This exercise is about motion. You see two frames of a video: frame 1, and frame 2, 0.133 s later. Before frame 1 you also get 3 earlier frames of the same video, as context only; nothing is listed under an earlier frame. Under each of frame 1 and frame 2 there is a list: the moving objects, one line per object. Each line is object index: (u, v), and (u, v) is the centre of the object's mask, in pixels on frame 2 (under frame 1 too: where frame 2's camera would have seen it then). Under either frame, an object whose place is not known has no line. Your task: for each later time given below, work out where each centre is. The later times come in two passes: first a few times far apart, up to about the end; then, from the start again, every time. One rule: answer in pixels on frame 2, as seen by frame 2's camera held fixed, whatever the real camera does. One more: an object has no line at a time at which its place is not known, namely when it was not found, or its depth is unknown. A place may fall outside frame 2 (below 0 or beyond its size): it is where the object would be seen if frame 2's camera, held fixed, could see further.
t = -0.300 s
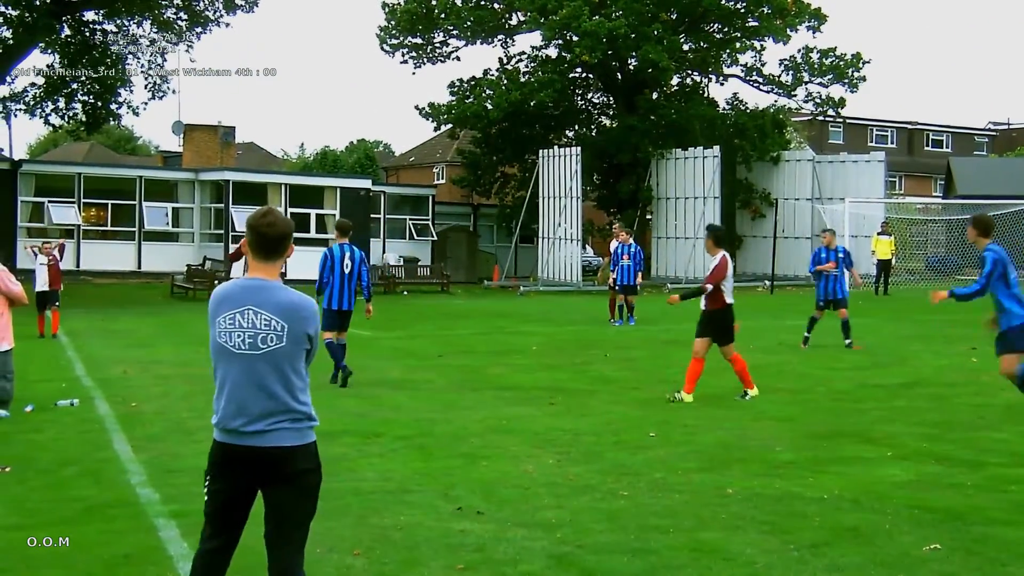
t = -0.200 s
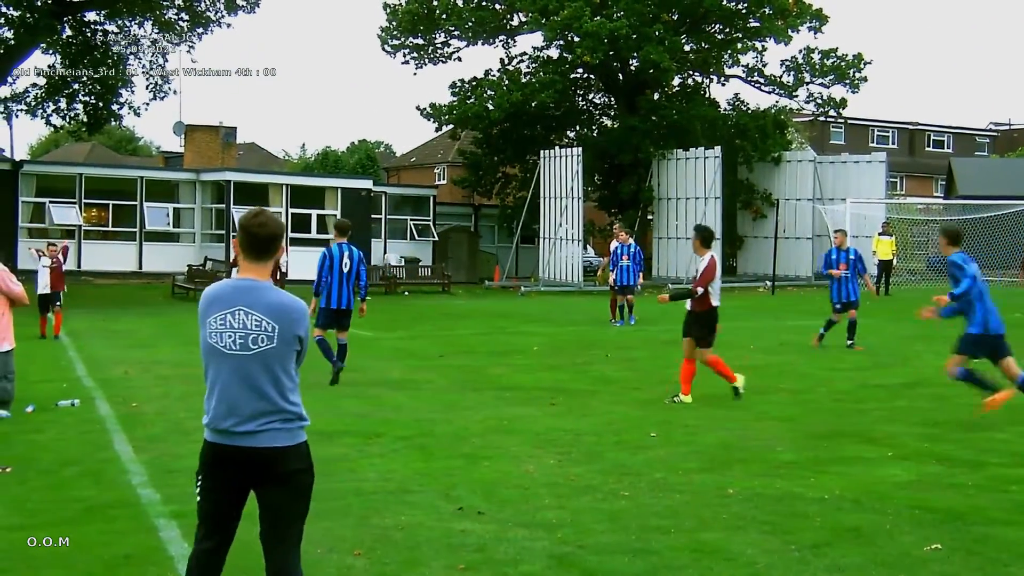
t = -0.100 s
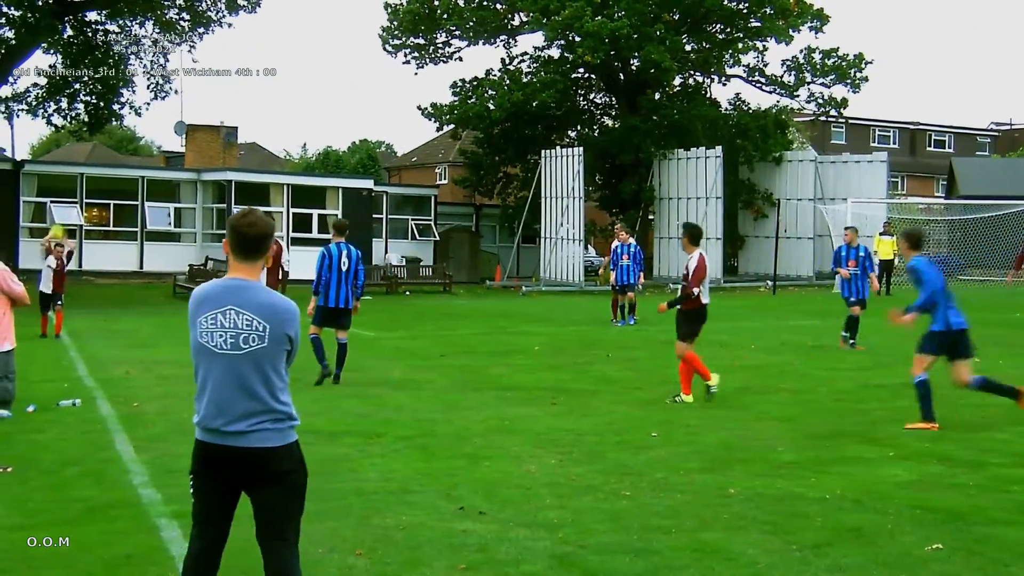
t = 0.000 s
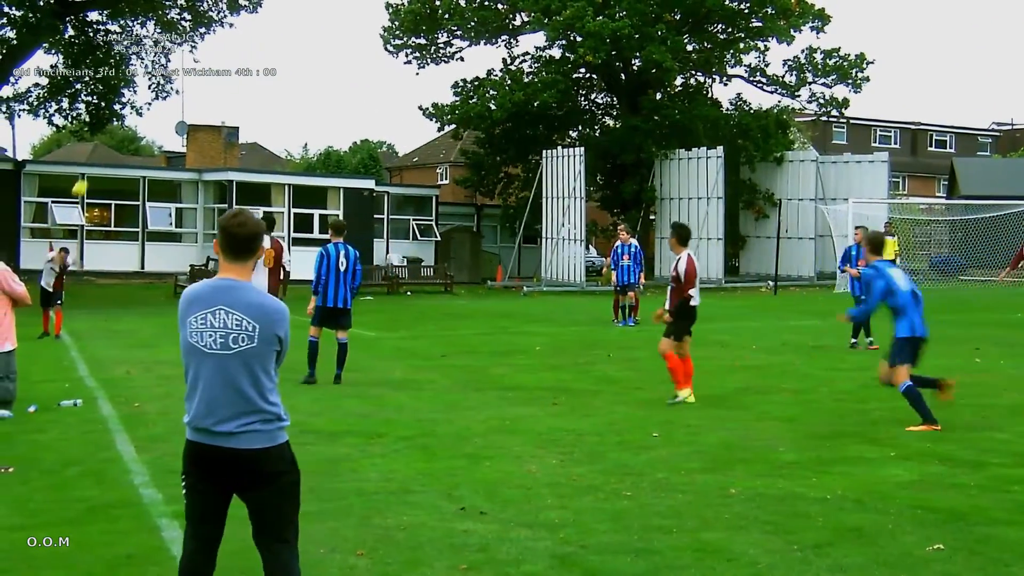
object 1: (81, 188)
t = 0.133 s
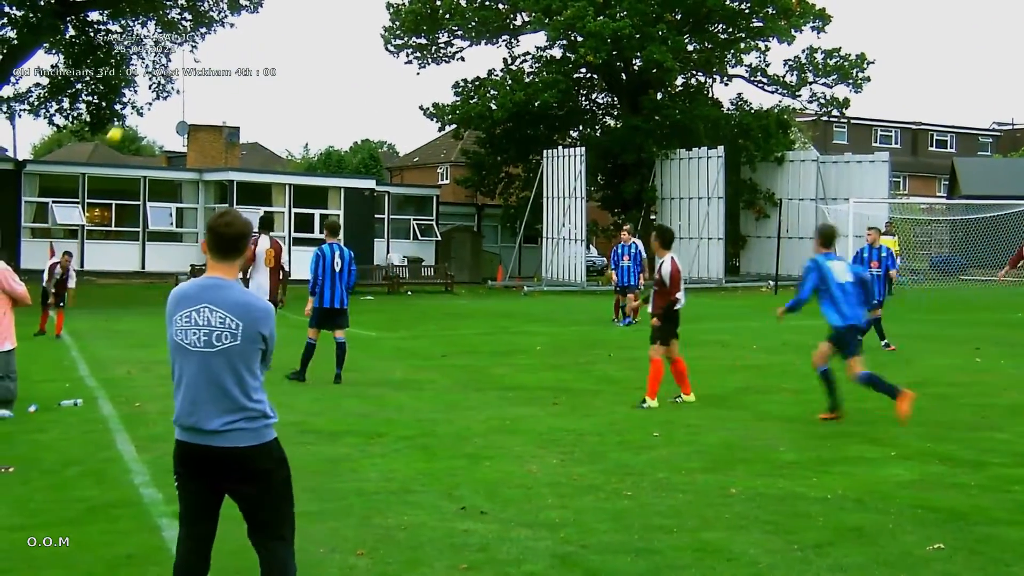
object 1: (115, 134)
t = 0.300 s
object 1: (162, 81)
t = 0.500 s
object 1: (225, 36)
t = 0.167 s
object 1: (122, 122)
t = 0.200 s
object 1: (133, 112)
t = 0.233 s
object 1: (142, 103)
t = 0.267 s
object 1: (153, 91)
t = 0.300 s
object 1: (162, 81)
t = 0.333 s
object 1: (169, 73)
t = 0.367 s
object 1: (181, 64)
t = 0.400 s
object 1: (192, 55)
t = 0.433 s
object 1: (202, 49)
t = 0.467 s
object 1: (214, 43)
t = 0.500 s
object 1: (225, 36)
